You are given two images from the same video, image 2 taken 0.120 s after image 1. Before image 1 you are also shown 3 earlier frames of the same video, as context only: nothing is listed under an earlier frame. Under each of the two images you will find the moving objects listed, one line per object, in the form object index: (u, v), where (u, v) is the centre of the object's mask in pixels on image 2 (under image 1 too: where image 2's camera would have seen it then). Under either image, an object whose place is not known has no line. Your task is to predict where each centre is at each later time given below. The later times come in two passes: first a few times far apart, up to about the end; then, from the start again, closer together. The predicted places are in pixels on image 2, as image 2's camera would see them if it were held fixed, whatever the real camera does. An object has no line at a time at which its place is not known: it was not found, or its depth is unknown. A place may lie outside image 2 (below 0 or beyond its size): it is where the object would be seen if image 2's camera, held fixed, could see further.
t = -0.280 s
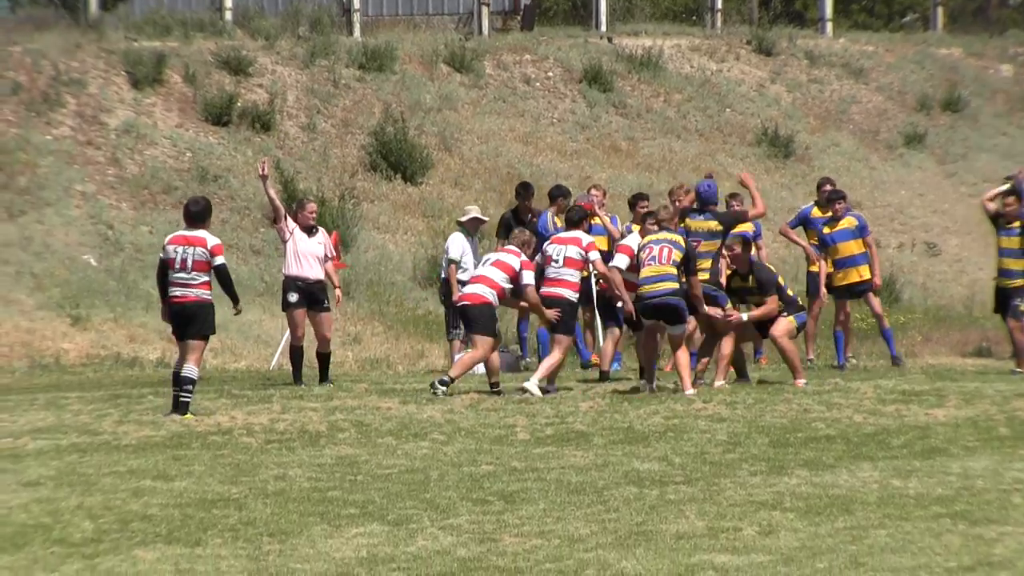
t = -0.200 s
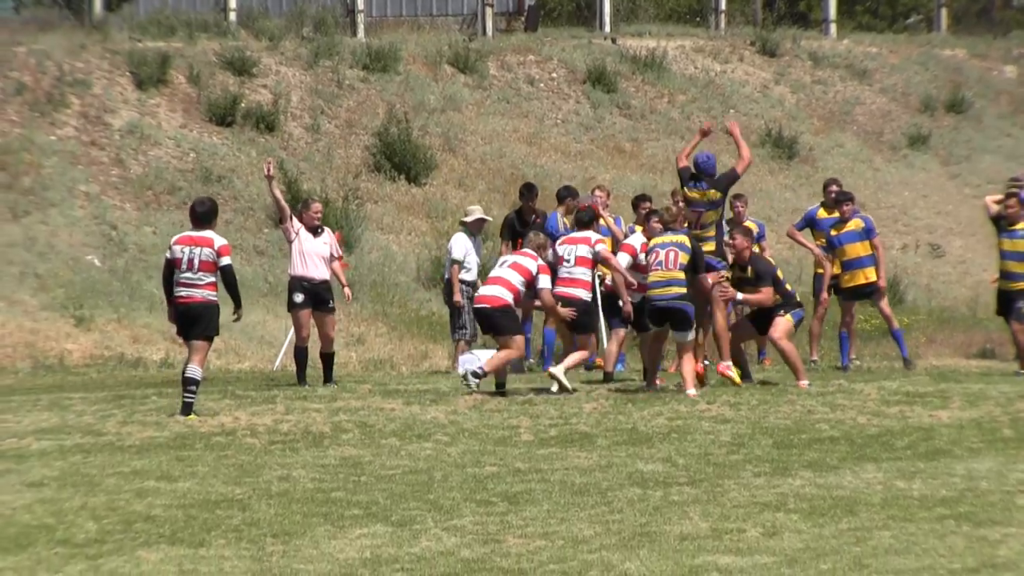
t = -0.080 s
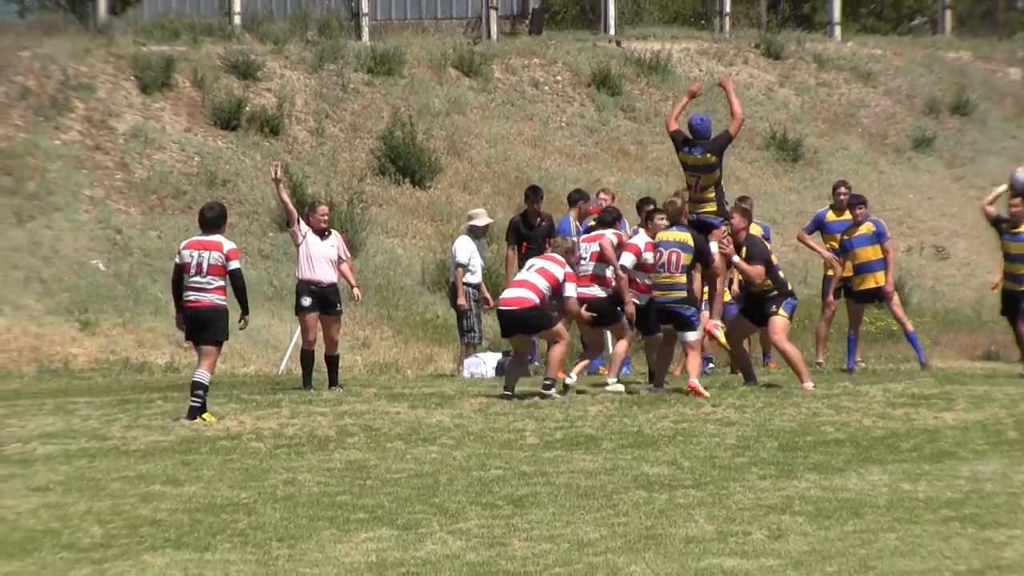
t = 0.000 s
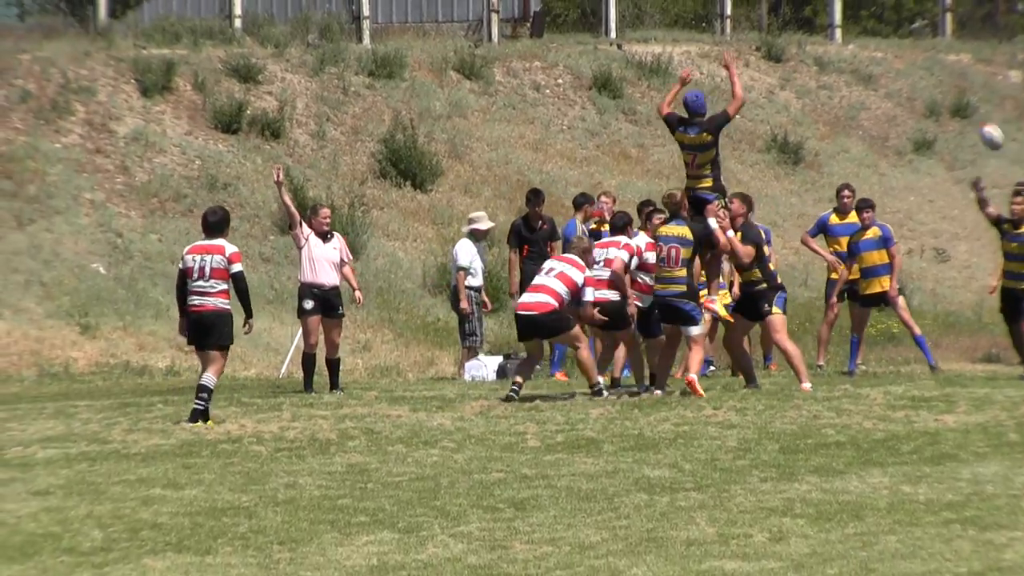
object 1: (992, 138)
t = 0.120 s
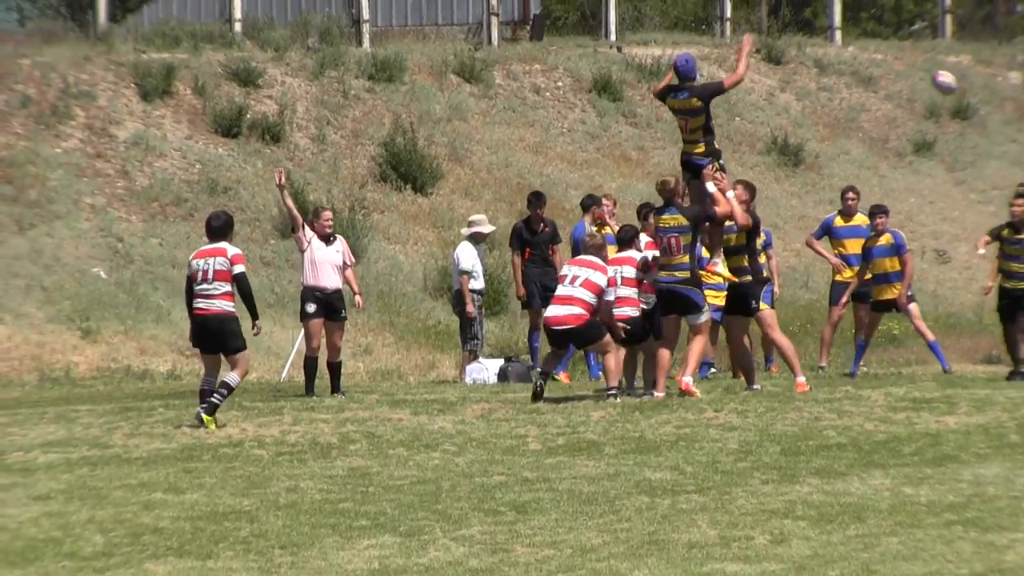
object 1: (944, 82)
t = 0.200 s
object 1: (912, 55)
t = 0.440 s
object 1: (821, -1)
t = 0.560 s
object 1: (774, -4)
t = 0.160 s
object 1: (928, 68)
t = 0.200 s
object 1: (912, 55)
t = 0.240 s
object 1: (897, 43)
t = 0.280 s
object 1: (882, 31)
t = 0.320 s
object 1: (867, 18)
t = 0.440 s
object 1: (821, -1)
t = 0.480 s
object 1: (807, -3)
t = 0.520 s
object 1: (790, -4)
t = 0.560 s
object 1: (774, -4)
